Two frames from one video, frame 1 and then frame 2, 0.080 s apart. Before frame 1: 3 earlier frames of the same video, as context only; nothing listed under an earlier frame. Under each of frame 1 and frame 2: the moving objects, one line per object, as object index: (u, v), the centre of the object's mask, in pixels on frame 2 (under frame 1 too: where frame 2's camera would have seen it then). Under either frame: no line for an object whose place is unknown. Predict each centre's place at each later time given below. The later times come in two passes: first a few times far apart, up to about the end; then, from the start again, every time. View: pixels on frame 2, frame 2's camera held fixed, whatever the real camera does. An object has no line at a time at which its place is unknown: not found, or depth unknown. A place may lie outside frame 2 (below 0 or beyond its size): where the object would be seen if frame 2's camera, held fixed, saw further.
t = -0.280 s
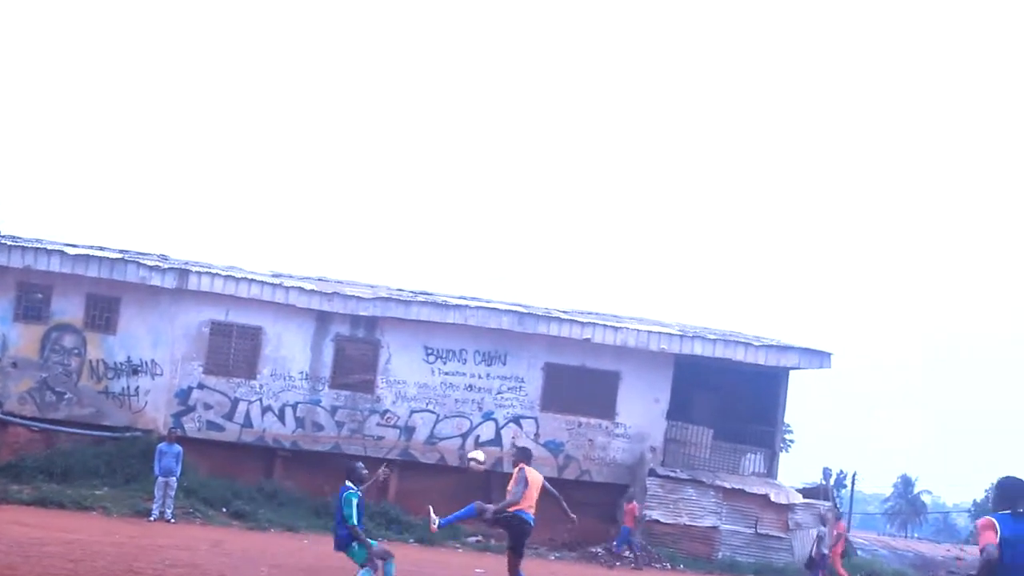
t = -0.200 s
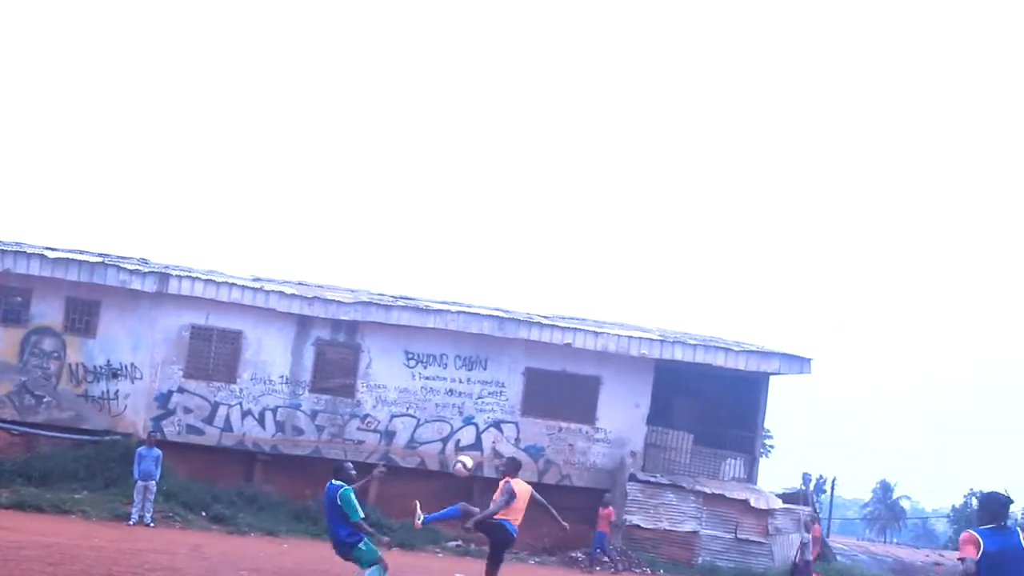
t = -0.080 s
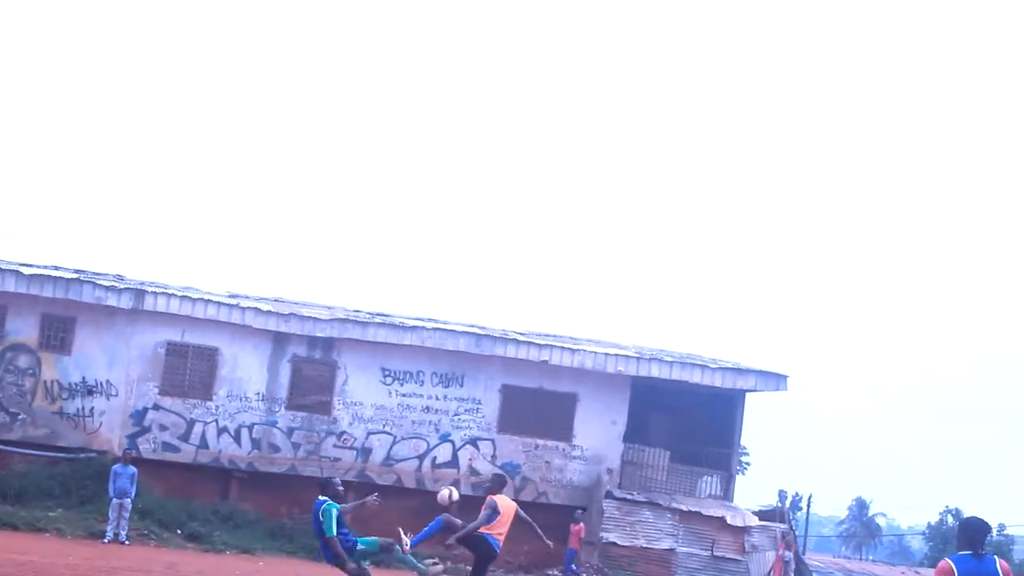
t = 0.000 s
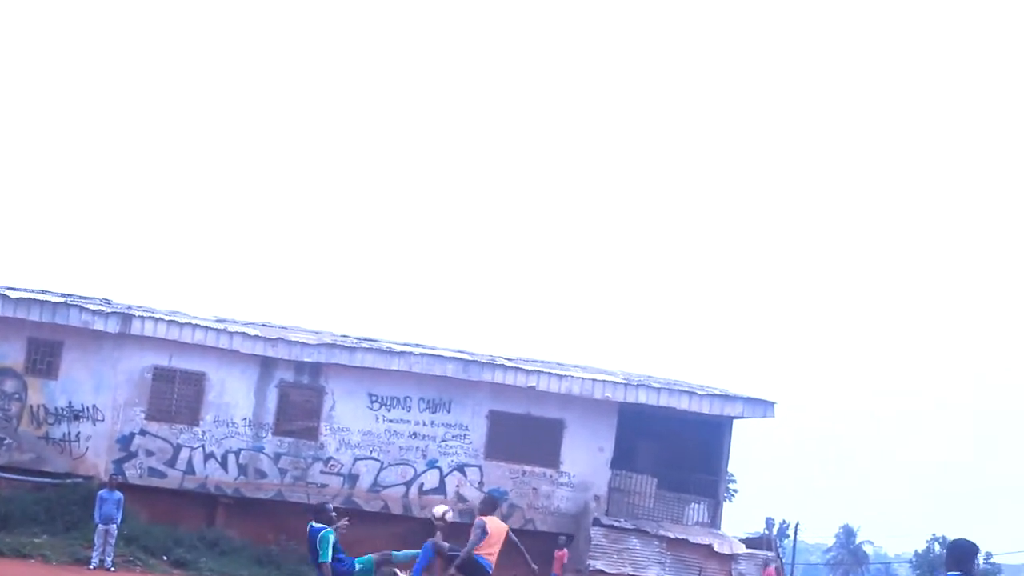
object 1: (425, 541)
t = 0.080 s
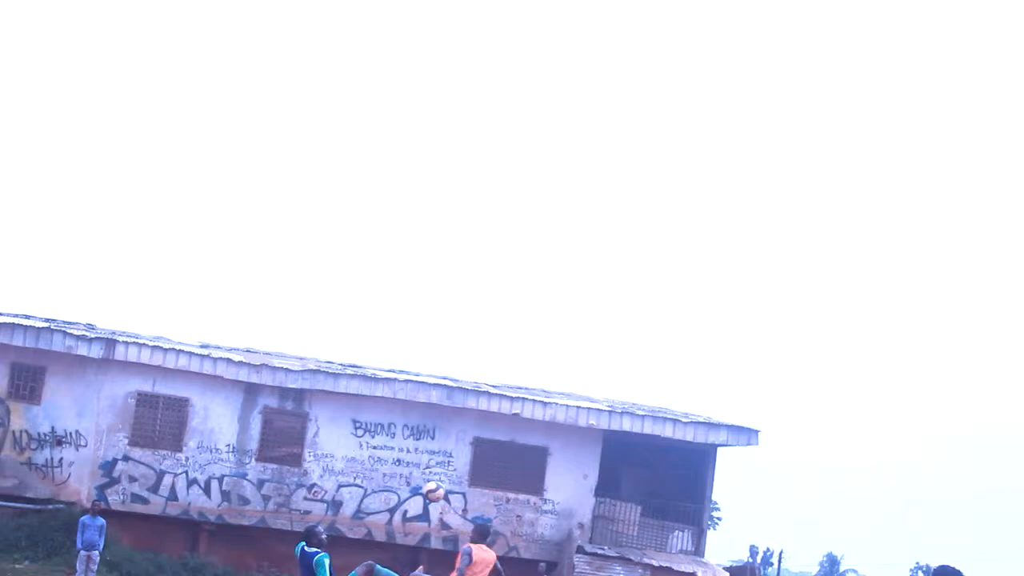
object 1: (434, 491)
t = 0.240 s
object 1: (449, 410)
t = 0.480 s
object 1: (465, 334)
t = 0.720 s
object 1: (474, 306)
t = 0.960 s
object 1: (478, 334)
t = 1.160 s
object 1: (476, 399)
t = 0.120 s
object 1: (438, 469)
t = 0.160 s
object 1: (442, 447)
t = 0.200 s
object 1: (445, 428)
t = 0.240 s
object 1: (449, 410)
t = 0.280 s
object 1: (453, 393)
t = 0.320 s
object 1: (455, 380)
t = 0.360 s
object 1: (459, 366)
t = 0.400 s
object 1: (461, 353)
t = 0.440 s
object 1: (462, 343)
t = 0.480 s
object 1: (465, 334)
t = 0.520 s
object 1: (467, 325)
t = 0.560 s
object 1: (469, 318)
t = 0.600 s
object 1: (471, 313)
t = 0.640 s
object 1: (473, 309)
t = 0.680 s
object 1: (474, 307)
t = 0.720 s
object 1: (474, 306)
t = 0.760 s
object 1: (475, 307)
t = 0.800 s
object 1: (476, 309)
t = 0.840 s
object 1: (477, 313)
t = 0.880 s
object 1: (478, 318)
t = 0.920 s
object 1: (478, 325)
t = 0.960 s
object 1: (478, 334)
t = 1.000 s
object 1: (478, 344)
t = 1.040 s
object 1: (477, 356)
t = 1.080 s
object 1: (477, 368)
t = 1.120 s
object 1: (477, 384)
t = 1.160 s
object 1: (476, 399)
